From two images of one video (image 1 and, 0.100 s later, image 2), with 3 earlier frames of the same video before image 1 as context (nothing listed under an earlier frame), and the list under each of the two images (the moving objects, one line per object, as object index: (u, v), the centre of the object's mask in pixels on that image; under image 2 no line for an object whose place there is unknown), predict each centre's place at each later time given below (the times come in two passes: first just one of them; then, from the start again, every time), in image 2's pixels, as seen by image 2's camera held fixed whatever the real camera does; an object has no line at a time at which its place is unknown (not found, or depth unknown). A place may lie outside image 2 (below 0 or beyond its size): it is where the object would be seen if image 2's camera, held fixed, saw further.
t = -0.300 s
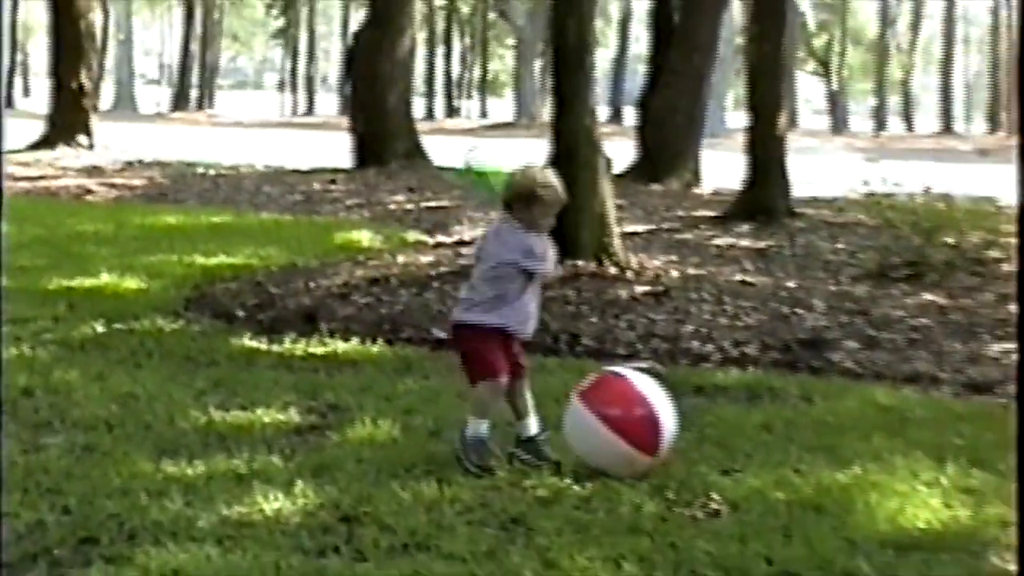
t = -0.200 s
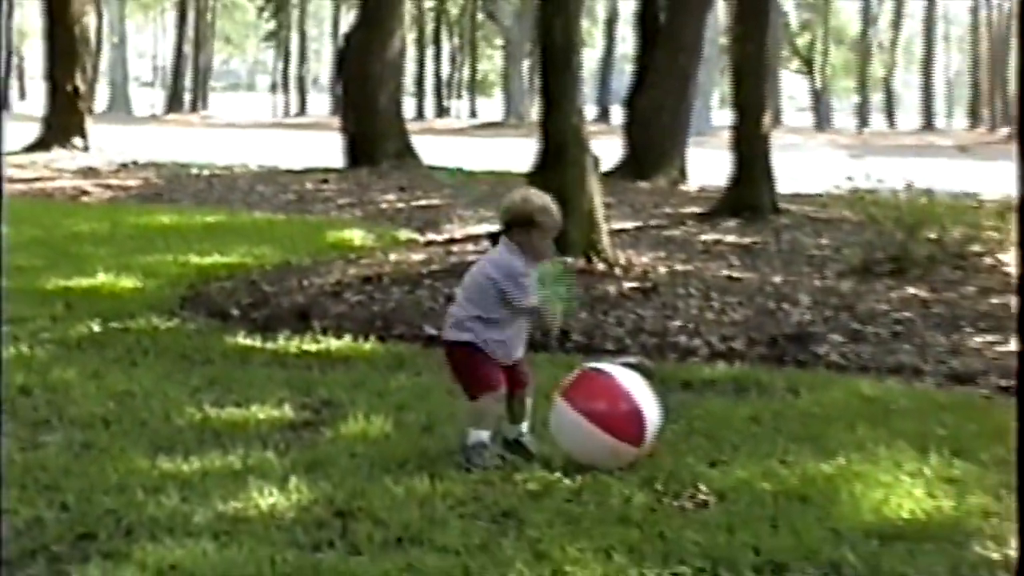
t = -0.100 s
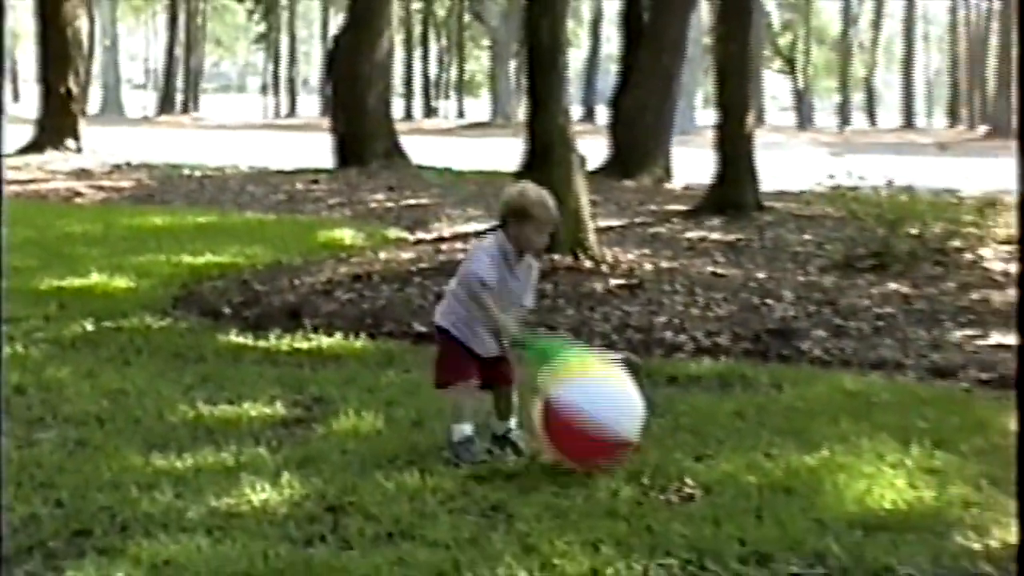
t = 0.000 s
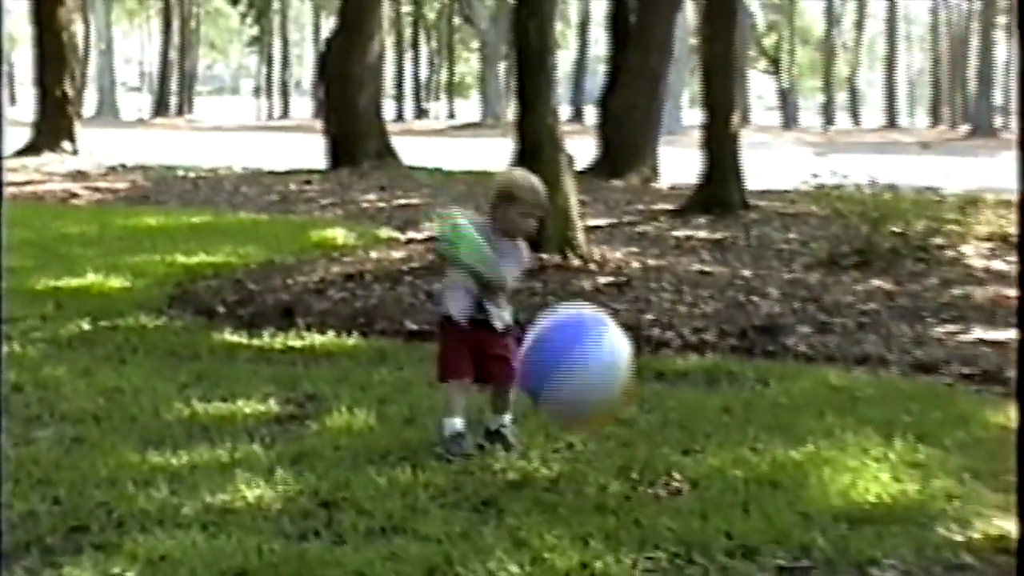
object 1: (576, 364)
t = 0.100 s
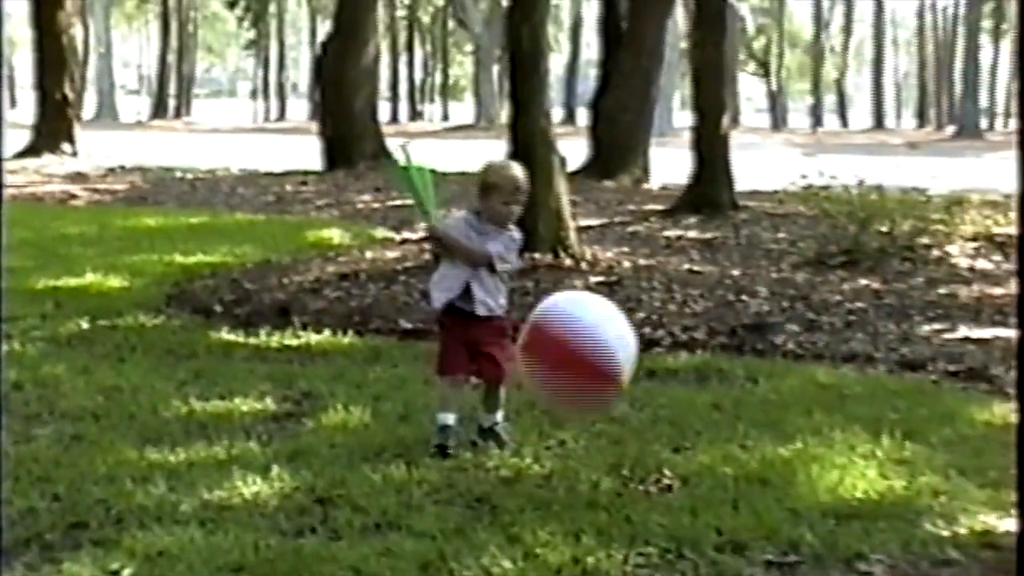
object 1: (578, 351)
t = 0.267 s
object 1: (597, 397)
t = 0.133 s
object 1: (580, 355)
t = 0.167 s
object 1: (584, 358)
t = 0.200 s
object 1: (588, 367)
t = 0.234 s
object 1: (593, 380)
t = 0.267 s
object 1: (597, 397)
